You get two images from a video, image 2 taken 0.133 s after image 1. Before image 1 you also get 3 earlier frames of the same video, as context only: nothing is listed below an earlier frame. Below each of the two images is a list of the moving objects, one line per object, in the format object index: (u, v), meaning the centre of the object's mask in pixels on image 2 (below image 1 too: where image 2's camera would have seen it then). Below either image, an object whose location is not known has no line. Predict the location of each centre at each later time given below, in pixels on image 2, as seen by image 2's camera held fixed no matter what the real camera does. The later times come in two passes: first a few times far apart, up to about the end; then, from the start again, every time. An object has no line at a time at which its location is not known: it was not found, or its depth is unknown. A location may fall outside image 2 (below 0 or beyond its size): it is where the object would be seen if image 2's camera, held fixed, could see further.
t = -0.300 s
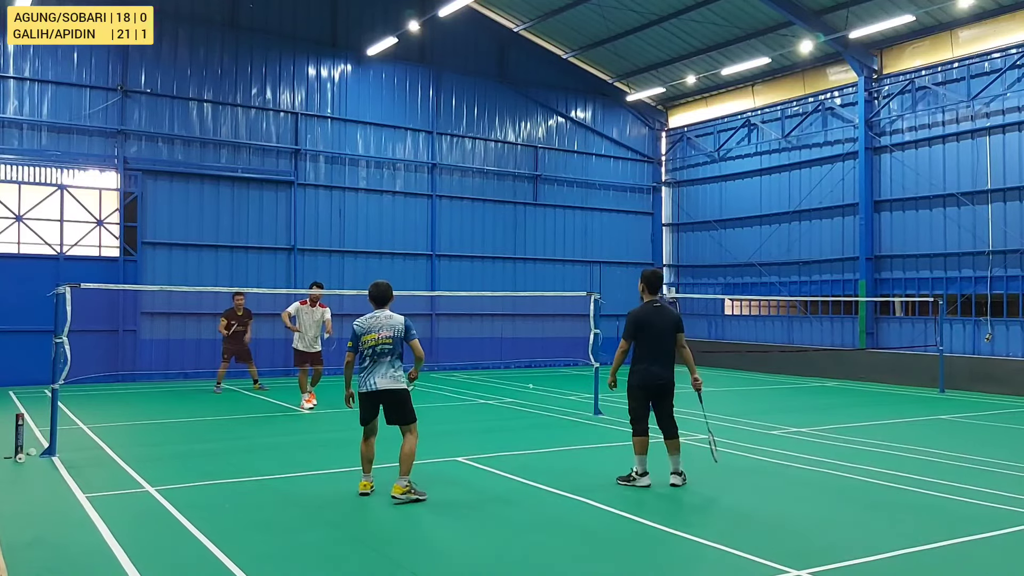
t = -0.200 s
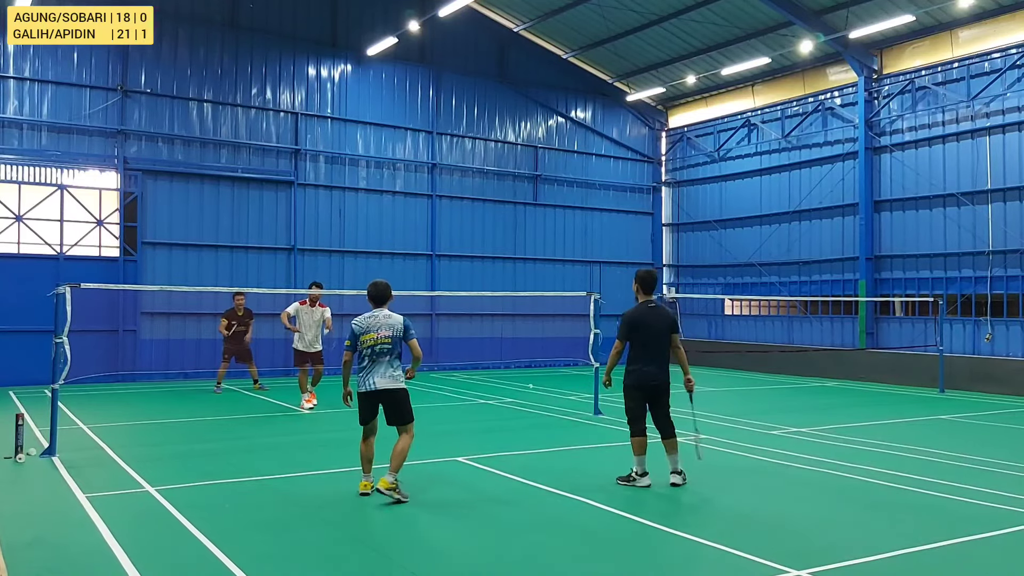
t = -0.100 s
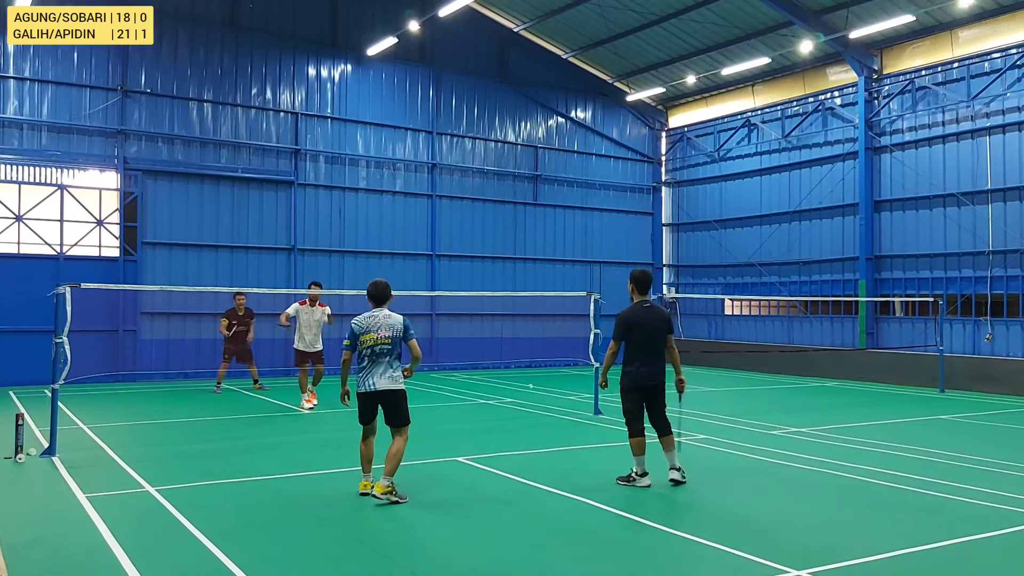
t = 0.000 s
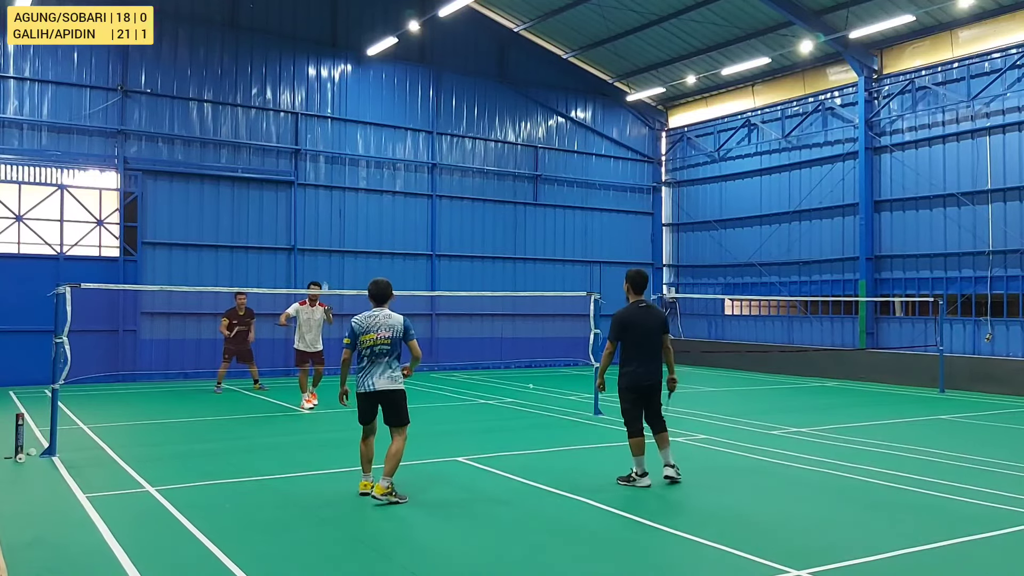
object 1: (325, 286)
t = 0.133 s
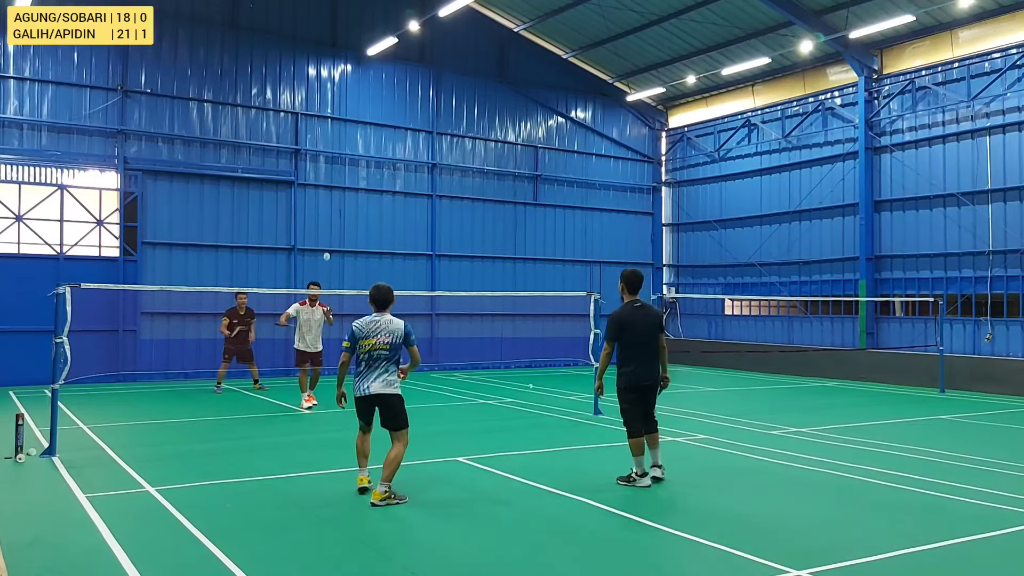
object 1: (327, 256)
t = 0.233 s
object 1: (329, 247)
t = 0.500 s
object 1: (328, 259)
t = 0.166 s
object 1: (327, 252)
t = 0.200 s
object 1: (328, 248)
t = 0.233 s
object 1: (329, 247)
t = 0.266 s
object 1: (329, 245)
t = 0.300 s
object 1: (328, 241)
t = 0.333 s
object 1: (328, 241)
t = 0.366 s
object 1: (329, 242)
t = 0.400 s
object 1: (329, 244)
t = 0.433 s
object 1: (329, 248)
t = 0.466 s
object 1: (329, 253)
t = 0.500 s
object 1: (328, 259)
